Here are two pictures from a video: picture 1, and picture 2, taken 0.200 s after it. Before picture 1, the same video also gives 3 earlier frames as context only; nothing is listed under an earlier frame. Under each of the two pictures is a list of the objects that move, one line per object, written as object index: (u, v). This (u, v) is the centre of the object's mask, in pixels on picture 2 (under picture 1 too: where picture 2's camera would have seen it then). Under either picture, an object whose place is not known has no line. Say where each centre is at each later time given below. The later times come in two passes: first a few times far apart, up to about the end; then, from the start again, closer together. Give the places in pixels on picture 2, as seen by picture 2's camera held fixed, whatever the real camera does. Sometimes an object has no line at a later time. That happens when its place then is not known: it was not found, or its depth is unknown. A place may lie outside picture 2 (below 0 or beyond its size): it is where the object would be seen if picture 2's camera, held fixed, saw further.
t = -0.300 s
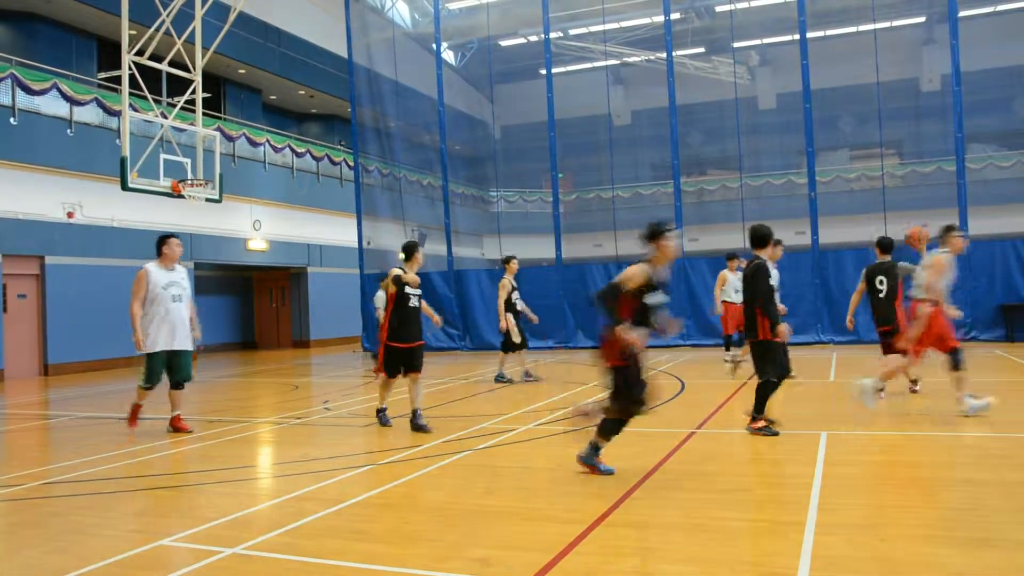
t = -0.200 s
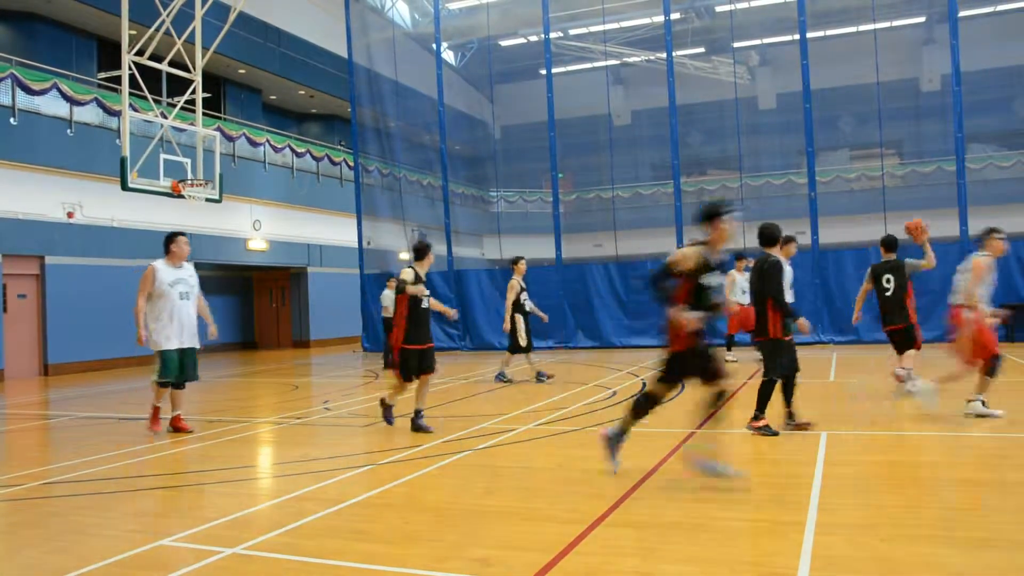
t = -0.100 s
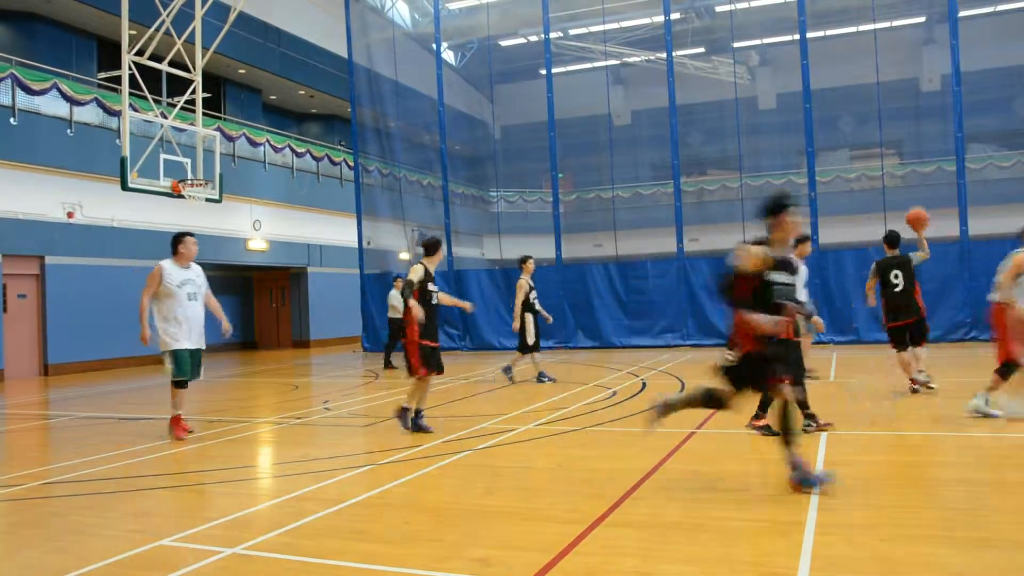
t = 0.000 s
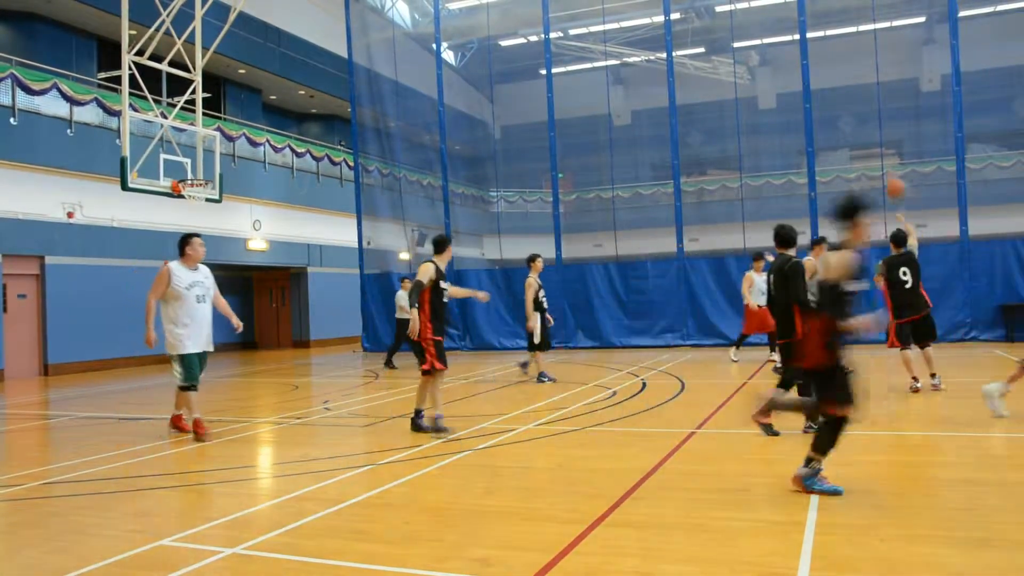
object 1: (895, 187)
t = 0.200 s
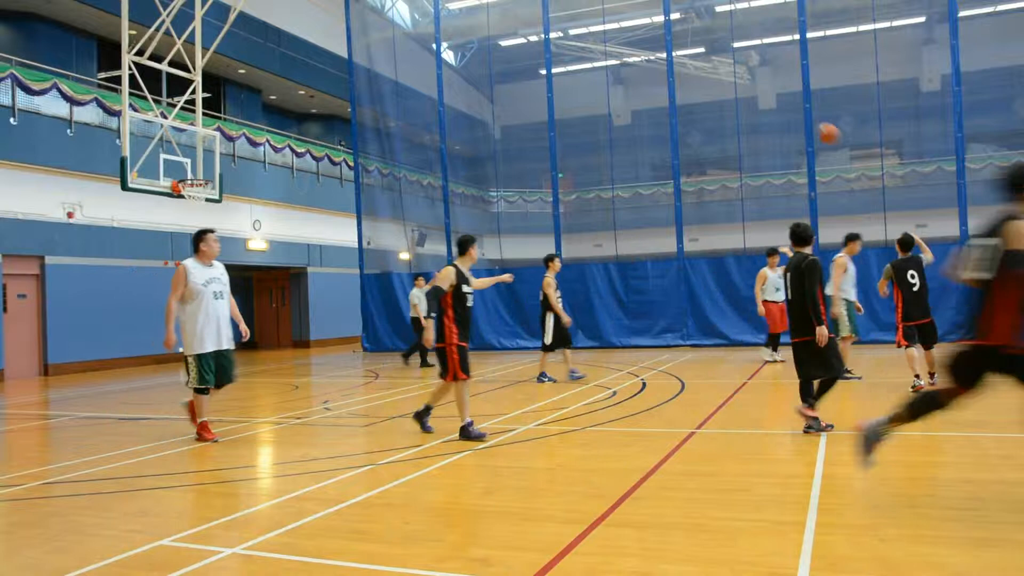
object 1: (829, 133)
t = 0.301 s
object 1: (799, 120)
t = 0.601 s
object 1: (728, 124)
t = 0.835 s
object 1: (684, 163)
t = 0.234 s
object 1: (818, 127)
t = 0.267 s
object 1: (808, 123)
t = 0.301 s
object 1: (799, 120)
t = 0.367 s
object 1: (781, 115)
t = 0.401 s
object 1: (773, 115)
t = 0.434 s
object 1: (765, 115)
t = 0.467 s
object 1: (758, 115)
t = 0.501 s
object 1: (750, 116)
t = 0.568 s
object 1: (734, 121)
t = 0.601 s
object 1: (728, 124)
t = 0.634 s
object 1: (721, 128)
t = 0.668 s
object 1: (715, 132)
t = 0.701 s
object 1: (708, 137)
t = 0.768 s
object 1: (696, 149)
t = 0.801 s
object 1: (690, 156)
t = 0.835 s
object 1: (684, 163)
